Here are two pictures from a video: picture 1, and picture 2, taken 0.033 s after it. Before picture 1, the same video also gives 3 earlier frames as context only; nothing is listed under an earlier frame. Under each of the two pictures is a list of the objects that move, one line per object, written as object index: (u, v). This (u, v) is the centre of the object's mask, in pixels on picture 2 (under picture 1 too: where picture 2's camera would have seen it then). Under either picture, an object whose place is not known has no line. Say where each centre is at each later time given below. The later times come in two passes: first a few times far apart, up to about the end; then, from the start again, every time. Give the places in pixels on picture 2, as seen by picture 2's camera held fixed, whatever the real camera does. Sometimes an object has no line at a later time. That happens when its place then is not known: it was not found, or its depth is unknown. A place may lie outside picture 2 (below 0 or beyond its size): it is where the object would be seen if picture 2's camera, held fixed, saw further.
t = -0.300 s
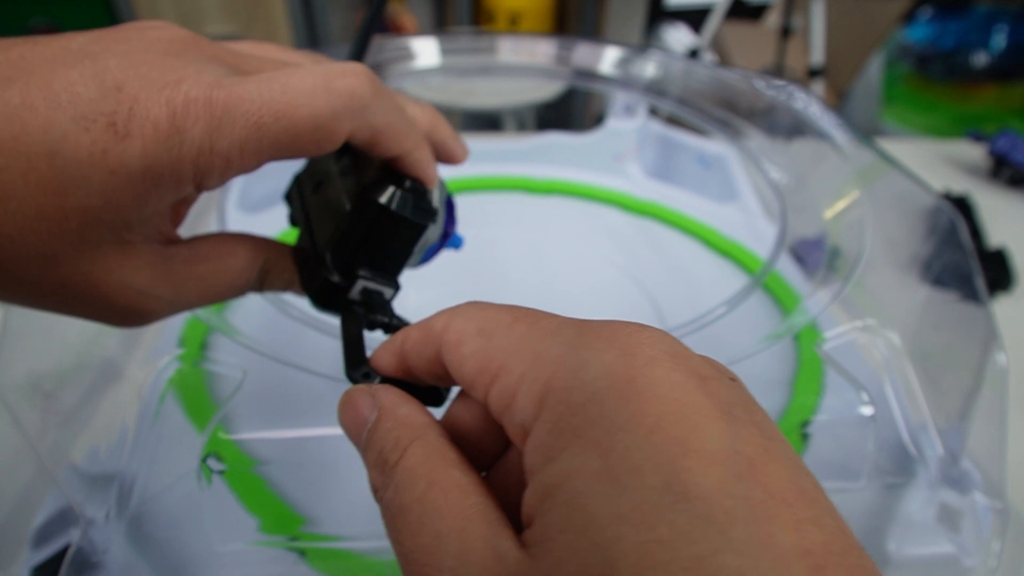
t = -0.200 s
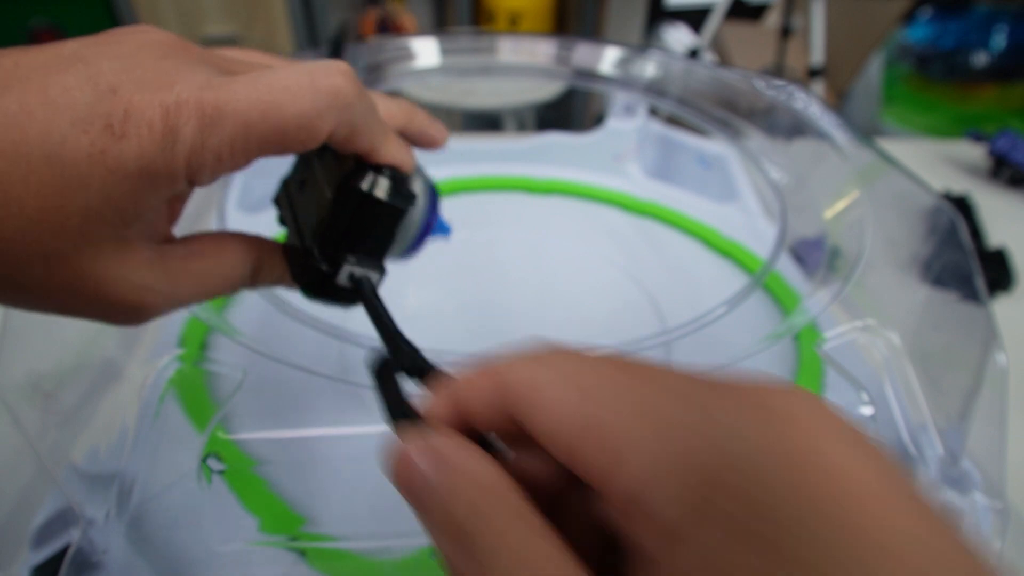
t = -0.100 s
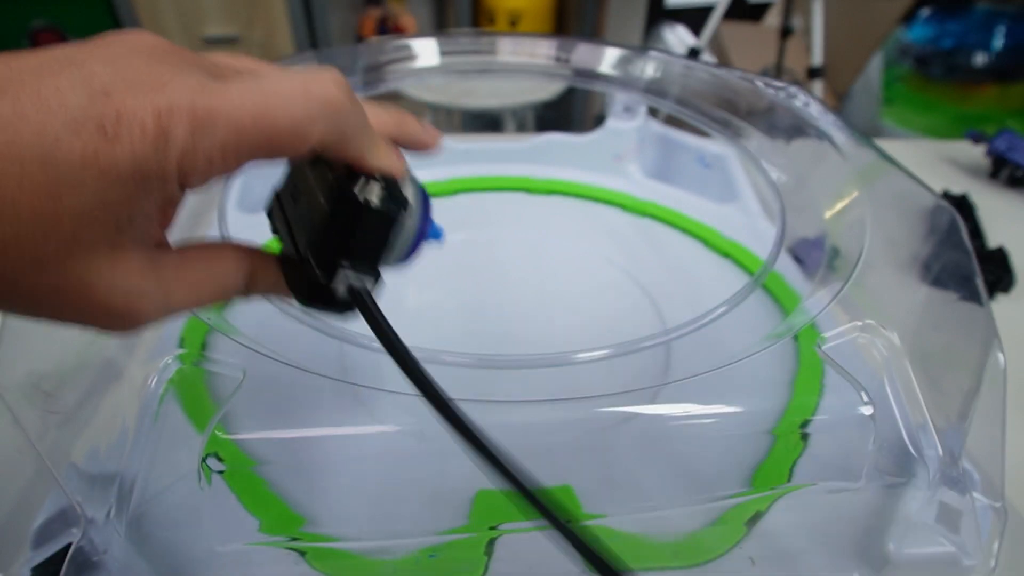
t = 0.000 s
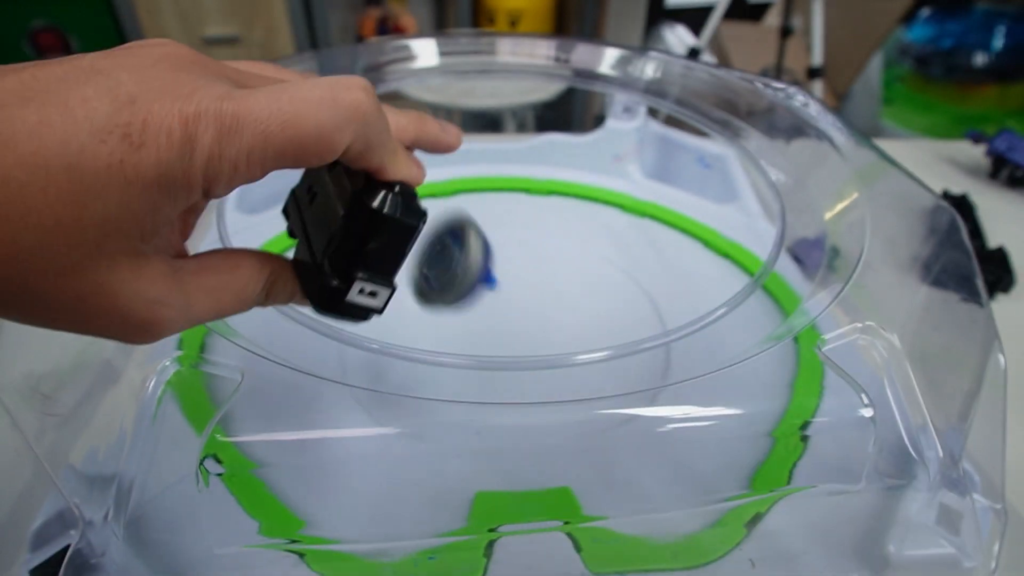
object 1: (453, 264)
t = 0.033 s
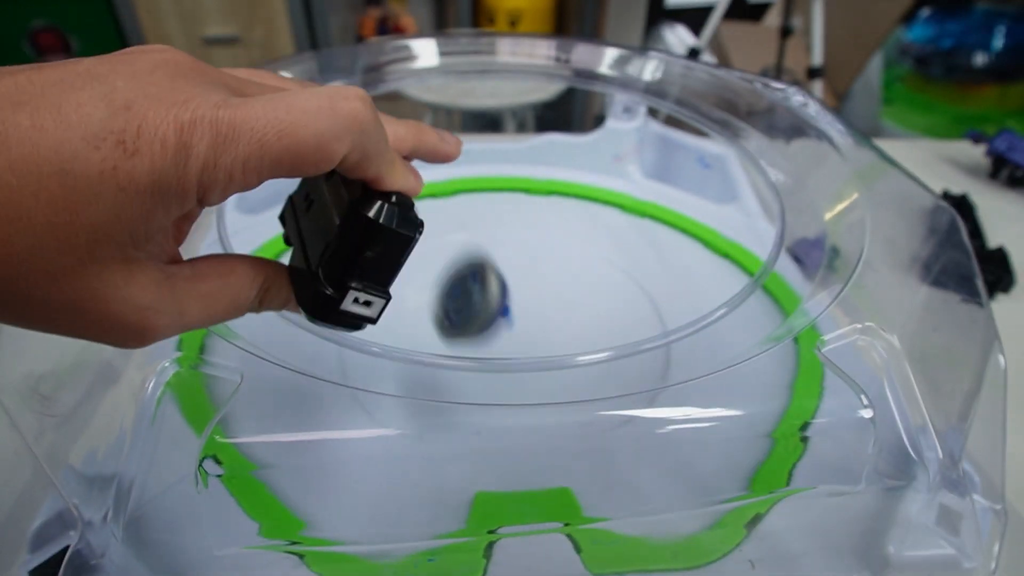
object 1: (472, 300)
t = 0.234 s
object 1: (577, 249)
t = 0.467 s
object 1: (590, 259)
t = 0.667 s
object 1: (503, 325)
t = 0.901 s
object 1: (339, 451)
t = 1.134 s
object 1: (229, 550)
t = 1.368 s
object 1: (208, 475)
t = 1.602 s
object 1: (146, 370)
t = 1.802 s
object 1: (240, 310)
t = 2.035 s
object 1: (341, 240)
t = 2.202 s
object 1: (383, 193)
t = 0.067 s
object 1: (491, 336)
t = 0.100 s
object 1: (503, 365)
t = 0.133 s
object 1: (525, 312)
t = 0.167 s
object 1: (544, 276)
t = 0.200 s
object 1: (562, 255)
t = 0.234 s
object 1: (577, 249)
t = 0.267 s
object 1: (589, 258)
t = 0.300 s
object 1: (598, 273)
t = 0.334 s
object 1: (599, 246)
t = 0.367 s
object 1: (600, 231)
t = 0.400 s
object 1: (598, 229)
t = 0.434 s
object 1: (595, 240)
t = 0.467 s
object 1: (590, 259)
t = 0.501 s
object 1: (581, 254)
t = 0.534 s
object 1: (570, 262)
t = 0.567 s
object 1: (556, 283)
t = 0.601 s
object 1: (541, 291)
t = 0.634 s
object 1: (522, 308)
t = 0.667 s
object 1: (503, 325)
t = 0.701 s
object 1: (482, 335)
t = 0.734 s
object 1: (462, 356)
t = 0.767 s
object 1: (428, 382)
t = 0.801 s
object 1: (405, 397)
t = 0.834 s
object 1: (384, 408)
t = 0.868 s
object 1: (363, 424)
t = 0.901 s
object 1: (339, 451)
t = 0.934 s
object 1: (310, 470)
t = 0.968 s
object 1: (293, 482)
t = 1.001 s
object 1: (280, 495)
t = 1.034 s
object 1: (267, 516)
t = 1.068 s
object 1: (250, 536)
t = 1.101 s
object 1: (237, 547)
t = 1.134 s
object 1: (229, 550)
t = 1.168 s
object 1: (226, 545)
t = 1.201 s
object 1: (222, 538)
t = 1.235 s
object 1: (220, 528)
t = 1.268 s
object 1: (220, 514)
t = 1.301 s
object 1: (218, 501)
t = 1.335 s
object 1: (215, 483)
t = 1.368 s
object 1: (208, 475)
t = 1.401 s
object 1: (201, 460)
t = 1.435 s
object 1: (195, 443)
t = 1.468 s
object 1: (192, 432)
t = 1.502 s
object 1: (191, 417)
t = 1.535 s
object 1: (183, 409)
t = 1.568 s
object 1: (160, 386)
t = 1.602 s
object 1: (146, 370)
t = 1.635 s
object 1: (137, 349)
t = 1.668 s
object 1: (151, 337)
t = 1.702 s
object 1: (171, 333)
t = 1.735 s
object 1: (194, 322)
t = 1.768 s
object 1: (221, 315)
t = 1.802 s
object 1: (240, 310)
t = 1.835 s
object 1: (250, 301)
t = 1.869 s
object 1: (273, 294)
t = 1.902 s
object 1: (290, 278)
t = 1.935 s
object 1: (304, 272)
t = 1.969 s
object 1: (318, 261)
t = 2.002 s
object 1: (330, 251)
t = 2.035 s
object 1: (341, 240)
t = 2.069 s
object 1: (351, 228)
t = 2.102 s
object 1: (359, 216)
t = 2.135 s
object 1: (367, 204)
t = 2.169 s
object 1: (374, 193)
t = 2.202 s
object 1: (383, 193)
